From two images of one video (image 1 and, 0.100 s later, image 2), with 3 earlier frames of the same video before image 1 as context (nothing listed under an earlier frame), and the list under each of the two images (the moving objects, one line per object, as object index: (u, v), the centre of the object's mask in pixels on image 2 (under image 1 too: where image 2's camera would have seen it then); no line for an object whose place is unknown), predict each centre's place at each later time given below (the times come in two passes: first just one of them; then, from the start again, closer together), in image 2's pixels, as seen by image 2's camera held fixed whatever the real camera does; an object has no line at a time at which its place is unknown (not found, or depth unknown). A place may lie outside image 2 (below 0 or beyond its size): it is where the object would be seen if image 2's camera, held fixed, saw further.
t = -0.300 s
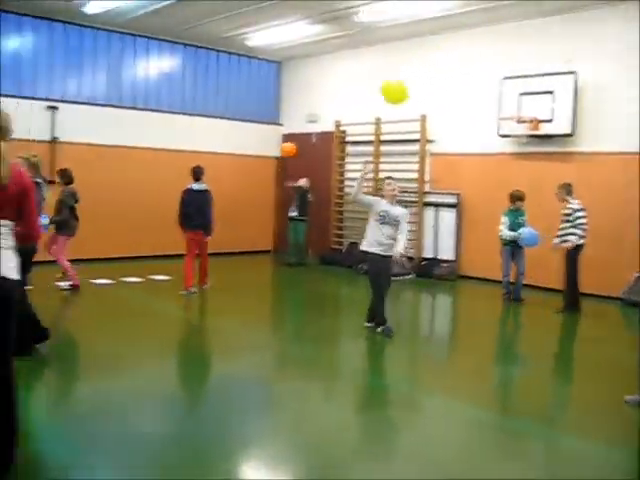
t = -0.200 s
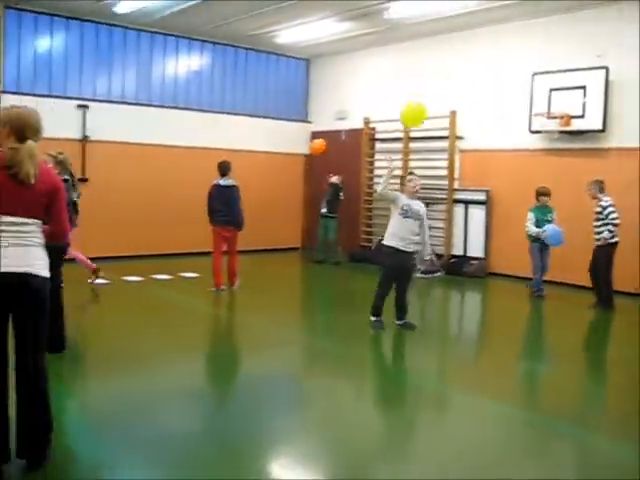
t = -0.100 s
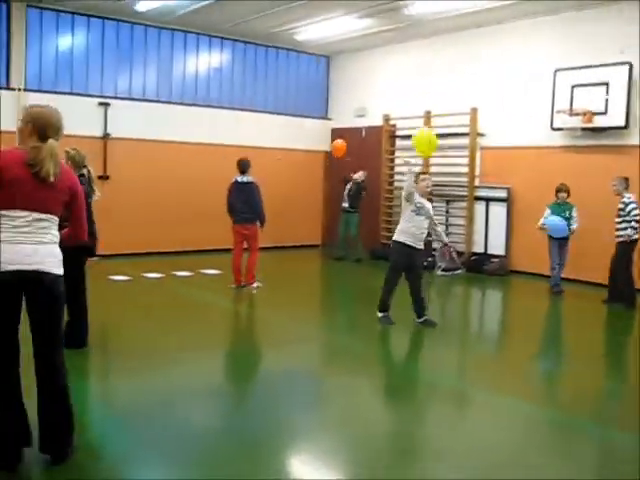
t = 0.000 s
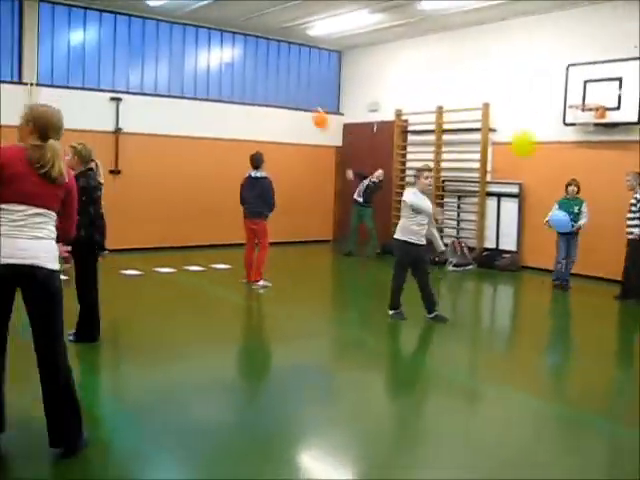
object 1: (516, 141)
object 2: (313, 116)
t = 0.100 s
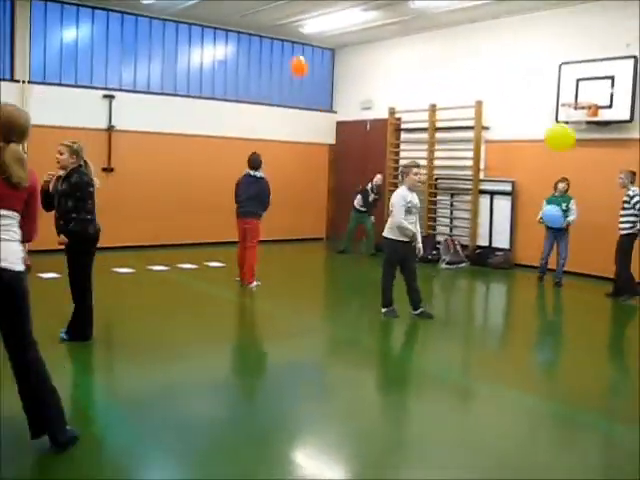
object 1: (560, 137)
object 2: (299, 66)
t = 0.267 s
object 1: (594, 153)
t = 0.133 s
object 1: (568, 138)
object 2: (298, 55)
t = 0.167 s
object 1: (575, 140)
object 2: (298, 47)
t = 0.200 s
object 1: (582, 143)
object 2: (298, 40)
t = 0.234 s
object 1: (588, 148)
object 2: (298, 34)
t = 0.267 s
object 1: (594, 153)
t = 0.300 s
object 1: (598, 160)
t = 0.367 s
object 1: (604, 177)
